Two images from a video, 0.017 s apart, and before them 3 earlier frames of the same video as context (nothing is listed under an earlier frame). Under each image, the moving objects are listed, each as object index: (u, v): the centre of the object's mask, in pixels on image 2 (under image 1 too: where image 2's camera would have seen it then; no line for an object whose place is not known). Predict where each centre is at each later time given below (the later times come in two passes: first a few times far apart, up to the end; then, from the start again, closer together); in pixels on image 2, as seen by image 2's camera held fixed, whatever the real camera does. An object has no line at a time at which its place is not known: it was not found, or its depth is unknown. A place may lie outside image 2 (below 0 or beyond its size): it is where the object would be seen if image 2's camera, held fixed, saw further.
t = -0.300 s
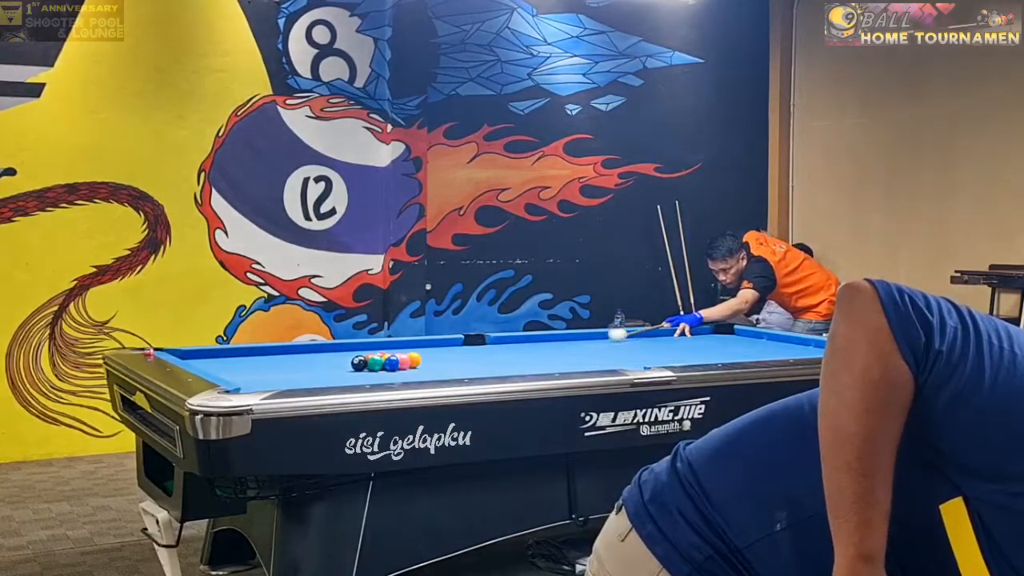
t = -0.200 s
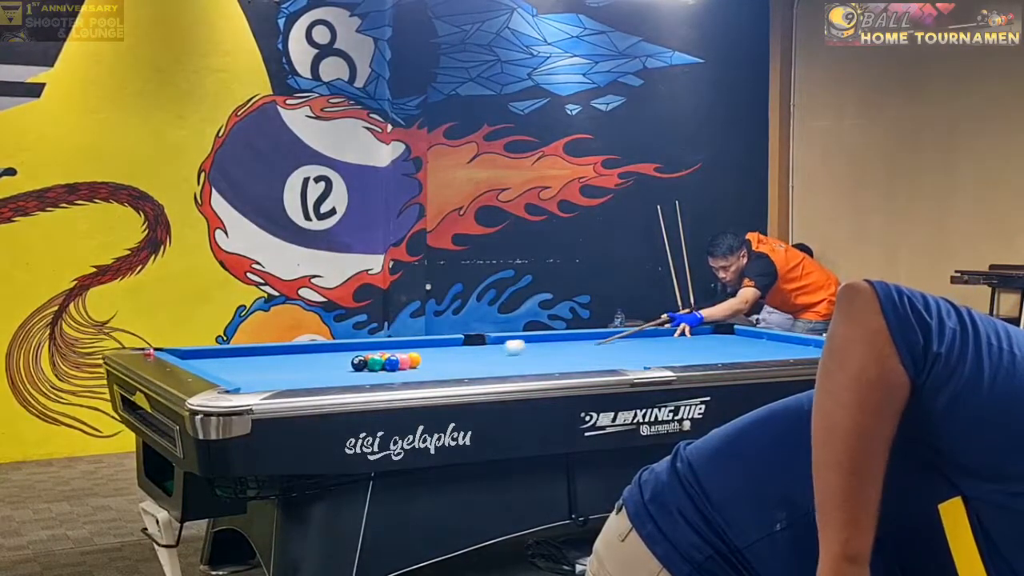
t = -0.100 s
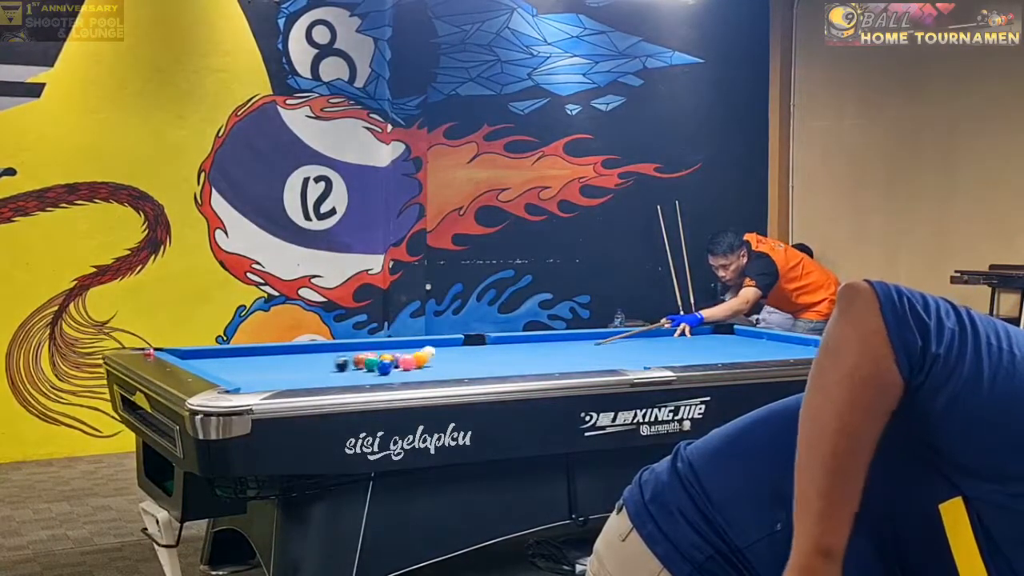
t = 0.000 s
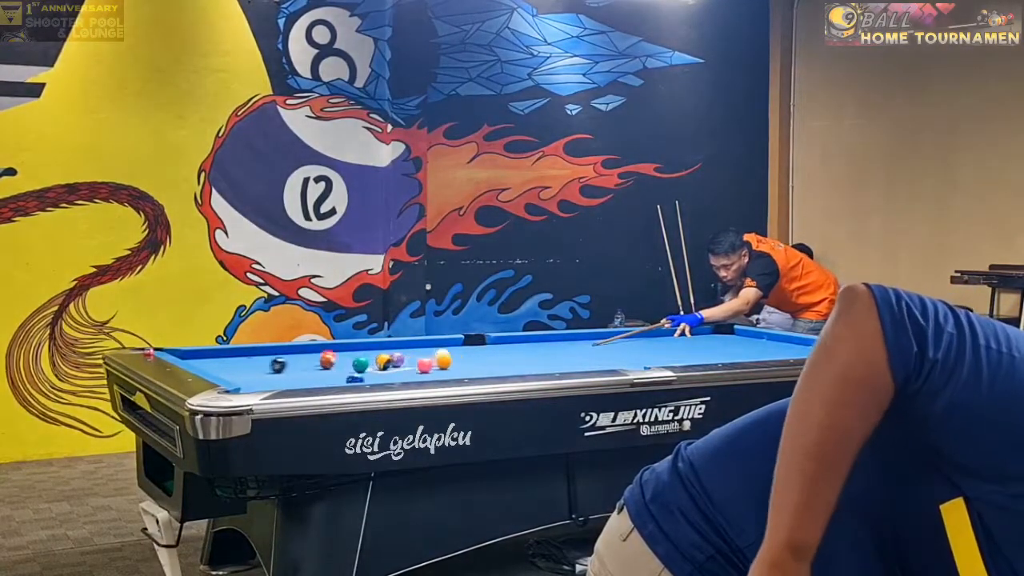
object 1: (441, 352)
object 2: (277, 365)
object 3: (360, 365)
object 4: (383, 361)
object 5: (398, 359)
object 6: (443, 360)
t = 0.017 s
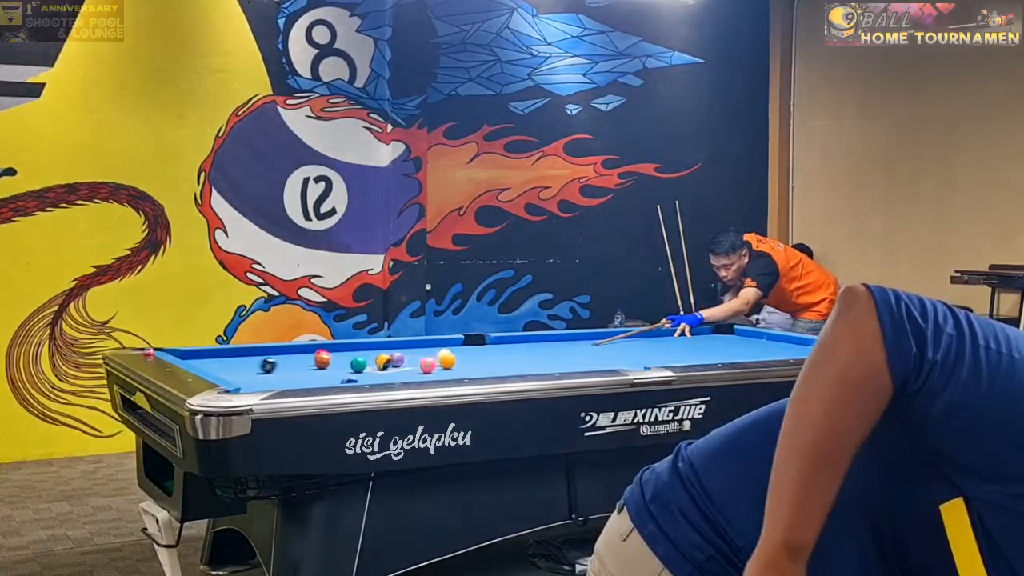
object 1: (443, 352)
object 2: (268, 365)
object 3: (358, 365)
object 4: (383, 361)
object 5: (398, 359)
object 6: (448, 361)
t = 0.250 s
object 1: (463, 356)
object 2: (218, 364)
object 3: (332, 367)
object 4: (378, 362)
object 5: (396, 358)
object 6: (499, 363)
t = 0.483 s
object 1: (475, 357)
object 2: (264, 360)
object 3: (306, 369)
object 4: (375, 362)
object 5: (396, 357)
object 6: (550, 364)
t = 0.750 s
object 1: (487, 357)
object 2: (312, 356)
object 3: (279, 371)
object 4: (372, 362)
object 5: (396, 355)
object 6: (607, 363)
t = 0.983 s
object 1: (497, 357)
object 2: (350, 352)
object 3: (255, 373)
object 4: (372, 362)
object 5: (395, 355)
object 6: (657, 363)
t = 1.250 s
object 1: (506, 357)
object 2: (388, 346)
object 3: (229, 373)
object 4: (371, 362)
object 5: (394, 354)
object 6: (674, 361)
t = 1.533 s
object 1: (514, 357)
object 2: (427, 344)
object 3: (226, 373)
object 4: (371, 362)
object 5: (394, 353)
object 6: (686, 359)
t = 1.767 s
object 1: (517, 356)
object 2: (456, 342)
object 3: (236, 375)
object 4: (371, 362)
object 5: (393, 353)
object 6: (693, 358)
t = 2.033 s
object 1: (520, 355)
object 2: (486, 339)
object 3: (248, 375)
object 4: (371, 362)
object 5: (392, 353)
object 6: (703, 356)
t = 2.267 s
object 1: (522, 354)
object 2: (483, 340)
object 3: (256, 374)
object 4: (371, 362)
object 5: (391, 353)
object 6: (710, 355)
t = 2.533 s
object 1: (524, 354)
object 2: (480, 341)
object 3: (263, 374)
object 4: (371, 362)
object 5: (391, 352)
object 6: (716, 354)
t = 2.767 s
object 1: (525, 353)
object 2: (476, 343)
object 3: (267, 374)
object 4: (371, 362)
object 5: (391, 353)
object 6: (722, 352)
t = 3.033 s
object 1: (525, 352)
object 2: (472, 346)
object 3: (270, 374)
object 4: (371, 363)
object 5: (391, 353)
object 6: (727, 351)
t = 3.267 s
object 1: (525, 351)
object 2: (469, 347)
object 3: (269, 374)
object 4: (372, 362)
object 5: (391, 352)
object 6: (731, 349)
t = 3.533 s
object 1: (526, 350)
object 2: (467, 348)
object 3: (269, 374)
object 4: (371, 357)
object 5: (391, 352)
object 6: (735, 348)
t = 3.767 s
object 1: (526, 349)
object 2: (464, 350)
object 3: (269, 374)
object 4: (370, 362)
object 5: (391, 352)
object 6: (738, 346)
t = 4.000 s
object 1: (526, 349)
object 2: (463, 350)
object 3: (270, 374)
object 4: (371, 363)
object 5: (391, 352)
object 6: (740, 346)
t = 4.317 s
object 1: (527, 349)
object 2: (461, 352)
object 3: (270, 374)
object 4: (371, 363)
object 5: (391, 352)
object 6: (743, 345)
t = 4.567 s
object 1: (527, 349)
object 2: (460, 353)
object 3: (269, 374)
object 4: (371, 362)
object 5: (391, 353)
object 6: (745, 345)
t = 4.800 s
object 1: (527, 348)
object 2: (460, 353)
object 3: (269, 374)
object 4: (371, 363)
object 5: (391, 353)
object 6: (746, 345)
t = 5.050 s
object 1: (527, 349)
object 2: (459, 354)
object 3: (269, 374)
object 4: (371, 363)
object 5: (392, 353)
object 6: (747, 344)
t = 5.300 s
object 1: (527, 349)
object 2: (458, 354)
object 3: (269, 373)
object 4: (371, 363)
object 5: (392, 353)
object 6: (747, 344)
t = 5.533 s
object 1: (527, 349)
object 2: (458, 354)
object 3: (269, 374)
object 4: (371, 363)
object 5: (392, 353)
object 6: (747, 344)
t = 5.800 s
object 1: (527, 349)
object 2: (458, 354)
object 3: (269, 373)
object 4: (371, 363)
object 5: (392, 353)
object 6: (747, 344)
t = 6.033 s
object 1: (527, 349)
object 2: (458, 355)
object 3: (269, 373)
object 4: (371, 363)
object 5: (392, 352)
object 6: (747, 344)
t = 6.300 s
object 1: (527, 349)
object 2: (458, 355)
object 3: (269, 374)
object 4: (371, 363)
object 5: (392, 353)
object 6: (747, 344)
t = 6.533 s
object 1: (527, 349)
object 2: (458, 355)
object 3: (269, 374)
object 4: (372, 363)
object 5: (392, 353)
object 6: (747, 344)
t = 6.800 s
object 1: (527, 349)
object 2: (458, 355)
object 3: (270, 374)
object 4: (372, 363)
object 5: (392, 353)
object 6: (747, 344)
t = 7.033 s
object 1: (527, 349)
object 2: (458, 355)
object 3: (269, 374)
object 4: (372, 363)
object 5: (392, 353)
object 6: (747, 344)
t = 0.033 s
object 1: (445, 353)
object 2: (258, 365)
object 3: (356, 365)
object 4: (382, 361)
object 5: (397, 359)
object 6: (451, 361)
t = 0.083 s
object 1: (451, 356)
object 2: (230, 366)
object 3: (351, 365)
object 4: (381, 361)
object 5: (397, 359)
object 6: (463, 361)
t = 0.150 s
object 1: (457, 356)
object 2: (197, 363)
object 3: (344, 366)
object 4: (380, 361)
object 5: (396, 359)
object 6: (477, 362)
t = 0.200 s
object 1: (460, 356)
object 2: (207, 365)
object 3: (338, 366)
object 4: (379, 362)
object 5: (396, 358)
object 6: (488, 362)
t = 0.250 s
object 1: (463, 356)
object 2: (218, 364)
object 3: (332, 367)
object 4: (378, 362)
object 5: (396, 358)
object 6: (499, 363)
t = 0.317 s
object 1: (466, 357)
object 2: (231, 362)
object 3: (325, 367)
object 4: (377, 362)
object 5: (396, 358)
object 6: (514, 363)
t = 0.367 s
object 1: (469, 357)
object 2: (241, 362)
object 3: (319, 368)
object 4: (376, 362)
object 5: (396, 358)
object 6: (524, 363)
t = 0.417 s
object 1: (471, 357)
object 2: (251, 361)
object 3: (314, 368)
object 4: (375, 362)
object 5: (396, 357)
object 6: (535, 363)
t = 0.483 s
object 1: (475, 357)
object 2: (264, 360)
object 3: (306, 369)
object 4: (375, 362)
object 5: (396, 357)
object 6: (550, 364)
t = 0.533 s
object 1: (477, 357)
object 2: (273, 359)
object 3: (301, 369)
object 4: (374, 362)
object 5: (396, 357)
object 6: (561, 364)
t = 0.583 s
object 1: (480, 357)
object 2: (282, 358)
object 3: (296, 369)
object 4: (373, 362)
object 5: (396, 356)
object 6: (571, 364)
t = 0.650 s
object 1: (483, 357)
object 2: (295, 356)
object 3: (289, 370)
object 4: (373, 362)
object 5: (396, 356)
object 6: (586, 364)
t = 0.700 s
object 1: (485, 357)
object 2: (303, 356)
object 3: (284, 370)
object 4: (373, 362)
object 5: (396, 356)
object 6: (597, 363)
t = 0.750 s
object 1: (487, 357)
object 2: (312, 356)
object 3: (279, 371)
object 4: (372, 362)
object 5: (396, 355)
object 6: (607, 363)
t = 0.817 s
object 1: (490, 357)
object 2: (324, 355)
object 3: (272, 371)
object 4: (372, 362)
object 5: (396, 355)
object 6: (622, 364)
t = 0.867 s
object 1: (493, 357)
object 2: (332, 353)
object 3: (266, 372)
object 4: (372, 362)
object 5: (396, 355)
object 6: (632, 364)
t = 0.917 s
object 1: (494, 357)
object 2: (340, 353)
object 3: (261, 372)
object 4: (372, 362)
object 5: (396, 355)
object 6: (642, 364)
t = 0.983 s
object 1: (497, 357)
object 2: (350, 352)
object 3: (255, 373)
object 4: (372, 362)
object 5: (395, 355)
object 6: (657, 363)
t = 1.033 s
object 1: (499, 357)
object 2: (358, 351)
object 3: (250, 373)
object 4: (372, 362)
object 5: (395, 354)
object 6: (664, 362)
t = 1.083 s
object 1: (501, 357)
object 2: (365, 349)
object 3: (245, 373)
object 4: (372, 362)
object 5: (395, 354)
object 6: (668, 362)
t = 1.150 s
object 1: (504, 357)
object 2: (376, 349)
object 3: (239, 374)
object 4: (371, 362)
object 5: (395, 354)
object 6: (670, 361)
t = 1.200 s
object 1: (505, 357)
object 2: (382, 349)
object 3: (234, 374)
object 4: (371, 362)
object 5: (395, 354)
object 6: (672, 361)
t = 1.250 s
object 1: (506, 357)
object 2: (388, 346)
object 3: (229, 373)
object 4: (371, 362)
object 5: (394, 354)
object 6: (674, 361)
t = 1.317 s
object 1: (509, 357)
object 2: (401, 345)
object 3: (223, 373)
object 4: (371, 363)
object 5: (394, 353)
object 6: (678, 361)
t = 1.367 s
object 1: (510, 357)
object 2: (406, 346)
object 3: (220, 372)
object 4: (371, 362)
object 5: (394, 353)
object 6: (679, 361)
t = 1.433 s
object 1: (511, 357)
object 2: (415, 346)
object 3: (221, 372)
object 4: (371, 362)
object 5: (394, 353)
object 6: (681, 360)
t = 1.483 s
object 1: (513, 357)
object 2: (421, 345)
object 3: (223, 373)
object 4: (371, 362)
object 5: (394, 353)
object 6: (683, 360)
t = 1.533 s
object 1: (514, 357)
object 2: (427, 344)
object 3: (226, 373)
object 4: (371, 362)
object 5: (394, 353)
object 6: (686, 359)
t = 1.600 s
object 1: (515, 356)
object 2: (435, 344)
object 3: (229, 373)
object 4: (371, 362)
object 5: (394, 353)
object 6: (688, 359)
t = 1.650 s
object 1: (516, 356)
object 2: (442, 343)
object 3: (232, 374)
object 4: (371, 362)
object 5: (393, 353)
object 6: (690, 358)
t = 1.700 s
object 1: (517, 356)
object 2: (449, 342)
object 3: (234, 374)
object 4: (371, 362)
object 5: (393, 352)
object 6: (691, 358)
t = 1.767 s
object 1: (517, 356)
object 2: (456, 342)
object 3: (236, 375)
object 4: (371, 362)
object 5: (393, 353)
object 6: (693, 358)
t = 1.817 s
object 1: (518, 355)
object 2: (461, 342)
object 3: (239, 374)
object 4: (371, 362)
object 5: (393, 353)
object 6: (697, 357)
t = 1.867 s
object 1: (518, 355)
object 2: (467, 341)
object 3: (241, 375)
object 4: (371, 362)
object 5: (393, 353)
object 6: (697, 357)
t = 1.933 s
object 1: (519, 355)
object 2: (476, 340)
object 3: (244, 375)
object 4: (371, 362)
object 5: (392, 353)
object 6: (700, 357)
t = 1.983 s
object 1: (520, 355)
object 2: (480, 340)
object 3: (246, 375)
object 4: (371, 362)
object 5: (392, 353)
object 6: (701, 356)
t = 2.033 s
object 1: (520, 355)
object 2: (486, 339)
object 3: (248, 375)
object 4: (371, 362)
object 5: (392, 353)
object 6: (703, 356)
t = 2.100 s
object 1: (522, 355)
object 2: (486, 339)
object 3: (250, 374)
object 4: (371, 362)
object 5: (392, 353)
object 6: (704, 356)
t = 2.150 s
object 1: (522, 355)
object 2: (487, 338)
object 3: (252, 374)
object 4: (371, 362)
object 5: (392, 353)
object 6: (706, 356)
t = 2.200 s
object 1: (522, 354)
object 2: (484, 338)
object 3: (254, 374)
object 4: (371, 362)
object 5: (392, 353)
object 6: (708, 355)
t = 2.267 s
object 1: (522, 354)
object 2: (483, 340)
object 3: (256, 374)
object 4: (371, 362)
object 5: (391, 353)
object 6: (710, 355)
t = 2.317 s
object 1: (523, 354)
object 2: (482, 341)
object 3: (257, 374)
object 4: (371, 362)
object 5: (391, 353)
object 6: (711, 355)
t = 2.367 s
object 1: (523, 354)
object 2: (482, 341)
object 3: (259, 374)
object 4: (371, 362)
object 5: (391, 353)
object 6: (712, 354)
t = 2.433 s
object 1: (524, 354)
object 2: (482, 341)
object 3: (260, 374)
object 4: (371, 362)
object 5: (391, 352)
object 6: (714, 354)
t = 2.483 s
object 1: (524, 354)
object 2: (481, 342)
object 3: (262, 374)
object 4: (371, 362)
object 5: (391, 352)
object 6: (715, 354)
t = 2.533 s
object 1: (524, 354)
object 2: (480, 341)
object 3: (263, 374)
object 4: (371, 362)
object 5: (391, 352)
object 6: (716, 354)
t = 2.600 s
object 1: (524, 353)
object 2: (479, 342)
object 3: (264, 374)
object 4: (371, 362)
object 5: (391, 352)
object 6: (718, 353)
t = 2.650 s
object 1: (524, 353)
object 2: (478, 343)
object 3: (265, 374)
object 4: (371, 362)
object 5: (391, 353)
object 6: (719, 353)
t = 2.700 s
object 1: (524, 353)
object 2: (477, 343)
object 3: (266, 374)
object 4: (371, 362)
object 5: (391, 353)
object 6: (721, 353)
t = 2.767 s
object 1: (525, 353)
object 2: (476, 343)
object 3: (267, 374)
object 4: (371, 362)
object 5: (391, 353)
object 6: (722, 352)
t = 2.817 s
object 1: (525, 353)
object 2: (475, 344)
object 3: (268, 374)
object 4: (371, 362)
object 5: (391, 353)
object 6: (723, 352)
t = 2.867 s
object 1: (525, 353)
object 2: (474, 344)
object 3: (268, 374)
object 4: (371, 363)
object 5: (391, 353)
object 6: (725, 352)
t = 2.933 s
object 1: (525, 352)
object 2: (474, 345)
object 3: (269, 374)
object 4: (371, 363)
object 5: (391, 353)
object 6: (725, 351)
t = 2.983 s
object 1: (525, 352)
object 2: (473, 345)
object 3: (269, 374)
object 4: (371, 363)
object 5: (391, 353)
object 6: (726, 351)
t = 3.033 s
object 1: (525, 352)
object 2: (472, 346)
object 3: (270, 374)
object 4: (371, 363)
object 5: (391, 353)
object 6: (727, 351)
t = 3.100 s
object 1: (525, 351)
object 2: (472, 346)
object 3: (270, 374)
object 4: (371, 362)
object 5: (391, 353)
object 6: (728, 350)
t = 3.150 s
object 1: (525, 351)
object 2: (471, 346)
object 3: (270, 374)
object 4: (372, 362)
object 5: (391, 353)
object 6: (729, 350)
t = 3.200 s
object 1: (525, 351)
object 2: (470, 346)
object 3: (270, 374)
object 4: (371, 363)
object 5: (391, 353)
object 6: (730, 350)
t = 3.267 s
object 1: (525, 351)
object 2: (469, 347)
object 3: (269, 374)
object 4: (372, 362)
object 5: (391, 352)
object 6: (731, 349)
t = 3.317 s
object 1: (525, 351)
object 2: (469, 347)
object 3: (269, 374)
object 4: (373, 362)
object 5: (391, 353)
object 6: (732, 349)
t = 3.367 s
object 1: (526, 350)
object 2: (468, 347)
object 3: (270, 374)
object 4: (373, 361)
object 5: (391, 353)
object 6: (732, 349)
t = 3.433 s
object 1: (525, 350)
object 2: (468, 348)
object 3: (270, 374)
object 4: (374, 360)
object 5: (391, 353)
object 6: (734, 348)
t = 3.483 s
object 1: (525, 350)
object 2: (467, 348)
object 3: (269, 374)
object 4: (372, 357)
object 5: (391, 353)
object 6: (734, 348)
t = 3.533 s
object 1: (526, 350)
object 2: (467, 348)
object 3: (269, 374)
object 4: (371, 357)
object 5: (391, 352)
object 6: (735, 348)
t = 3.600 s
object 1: (526, 350)
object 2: (466, 348)
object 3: (269, 374)
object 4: (370, 359)
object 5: (391, 353)
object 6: (736, 348)
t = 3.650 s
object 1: (526, 350)
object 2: (465, 349)
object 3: (269, 373)
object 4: (370, 361)
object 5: (391, 352)
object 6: (737, 348)
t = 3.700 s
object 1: (526, 350)
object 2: (465, 349)
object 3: (269, 373)
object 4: (370, 362)
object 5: (391, 352)
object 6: (738, 347)
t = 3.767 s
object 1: (526, 349)
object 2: (464, 350)
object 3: (269, 374)
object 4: (370, 362)
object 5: (391, 352)
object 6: (738, 346)
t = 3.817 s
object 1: (526, 349)
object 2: (464, 350)
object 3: (269, 374)
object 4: (371, 363)
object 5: (391, 352)
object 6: (739, 347)
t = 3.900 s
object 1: (526, 349)
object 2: (464, 350)
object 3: (270, 374)
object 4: (372, 363)
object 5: (391, 352)
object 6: (740, 347)
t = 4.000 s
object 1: (526, 349)
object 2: (463, 350)
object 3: (270, 374)
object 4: (371, 363)
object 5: (391, 352)
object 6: (740, 346)
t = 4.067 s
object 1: (526, 349)
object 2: (462, 350)
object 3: (269, 374)
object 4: (371, 363)
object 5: (391, 353)
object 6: (741, 346)
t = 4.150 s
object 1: (527, 349)
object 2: (462, 351)
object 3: (269, 374)
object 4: (371, 363)
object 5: (391, 353)
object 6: (742, 346)
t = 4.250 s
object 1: (527, 349)
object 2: (462, 352)
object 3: (270, 374)
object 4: (371, 363)
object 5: (391, 353)
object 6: (742, 345)
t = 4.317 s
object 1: (527, 349)
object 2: (461, 352)
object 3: (270, 374)
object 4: (371, 363)
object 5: (391, 352)
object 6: (743, 345)
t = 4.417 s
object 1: (527, 349)
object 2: (461, 352)
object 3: (269, 374)
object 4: (371, 362)
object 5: (391, 353)
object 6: (744, 345)
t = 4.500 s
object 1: (527, 349)
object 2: (461, 353)
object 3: (269, 374)
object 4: (371, 362)
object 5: (391, 353)
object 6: (744, 345)
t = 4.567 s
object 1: (527, 349)
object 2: (460, 353)
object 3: (269, 374)
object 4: (371, 362)
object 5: (391, 353)
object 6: (745, 345)
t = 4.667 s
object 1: (527, 348)
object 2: (460, 353)
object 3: (269, 373)
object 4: (371, 362)
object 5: (391, 353)
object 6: (745, 345)
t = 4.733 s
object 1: (527, 348)
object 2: (460, 353)
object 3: (269, 373)
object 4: (371, 362)
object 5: (391, 353)
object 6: (745, 345)
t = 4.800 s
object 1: (527, 348)
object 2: (460, 353)
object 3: (269, 374)
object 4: (371, 363)
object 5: (391, 353)
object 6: (746, 345)
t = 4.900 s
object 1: (527, 349)
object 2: (459, 353)
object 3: (269, 374)
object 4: (371, 363)
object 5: (391, 353)
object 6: (746, 344)
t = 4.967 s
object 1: (527, 348)
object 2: (459, 353)
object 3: (269, 373)
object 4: (371, 363)
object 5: (392, 353)
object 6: (746, 344)
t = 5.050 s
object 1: (527, 349)
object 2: (459, 354)
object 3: (269, 374)
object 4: (371, 363)
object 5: (392, 353)
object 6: (747, 344)
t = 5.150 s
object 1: (527, 349)
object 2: (459, 354)
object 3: (269, 374)
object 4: (371, 363)
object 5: (392, 353)
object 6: (747, 344)
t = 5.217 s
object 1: (526, 348)
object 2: (458, 354)
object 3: (269, 373)
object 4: (371, 363)
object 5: (392, 353)
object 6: (747, 344)
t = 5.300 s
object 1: (527, 349)
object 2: (458, 354)
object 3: (269, 373)
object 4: (371, 363)
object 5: (392, 353)
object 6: (747, 344)
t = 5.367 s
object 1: (527, 349)
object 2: (458, 354)
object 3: (269, 374)
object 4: (371, 363)
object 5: (392, 353)
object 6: (747, 344)
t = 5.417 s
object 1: (527, 349)
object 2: (458, 354)
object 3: (269, 374)
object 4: (371, 363)
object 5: (392, 352)
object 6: (747, 344)
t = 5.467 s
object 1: (526, 348)
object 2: (458, 354)
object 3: (269, 374)
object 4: (371, 363)
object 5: (392, 352)
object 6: (747, 344)
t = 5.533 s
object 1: (527, 349)
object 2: (458, 354)
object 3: (269, 374)
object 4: (371, 363)
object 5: (392, 353)
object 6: (747, 344)
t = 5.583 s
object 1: (527, 349)
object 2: (458, 354)
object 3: (269, 374)
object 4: (371, 363)
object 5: (392, 353)
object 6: (747, 344)
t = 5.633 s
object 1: (527, 348)
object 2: (458, 354)
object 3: (269, 374)
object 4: (371, 363)
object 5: (392, 353)
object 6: (747, 344)
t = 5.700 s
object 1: (527, 349)
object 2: (458, 354)
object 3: (269, 373)
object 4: (371, 363)
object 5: (392, 352)
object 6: (747, 344)
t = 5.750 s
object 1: (527, 349)
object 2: (458, 354)
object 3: (269, 373)
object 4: (371, 363)
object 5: (392, 353)
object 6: (747, 344)
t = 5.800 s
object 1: (527, 349)
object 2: (458, 354)
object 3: (269, 373)
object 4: (371, 363)
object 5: (392, 353)
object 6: (747, 344)
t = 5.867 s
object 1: (527, 349)
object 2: (458, 355)
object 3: (269, 374)
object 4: (371, 363)
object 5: (392, 353)
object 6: (747, 344)
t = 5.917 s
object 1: (527, 349)
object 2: (458, 354)
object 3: (269, 373)
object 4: (371, 363)
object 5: (392, 353)
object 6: (747, 344)
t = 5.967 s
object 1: (527, 349)
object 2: (458, 355)
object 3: (269, 373)
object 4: (371, 363)
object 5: (392, 353)
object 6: (747, 344)
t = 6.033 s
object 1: (527, 349)
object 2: (458, 355)
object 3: (269, 373)
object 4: (371, 363)
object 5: (392, 352)
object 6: (747, 344)
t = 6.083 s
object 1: (527, 349)
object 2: (458, 354)
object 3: (269, 373)
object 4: (371, 363)
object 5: (392, 353)
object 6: (747, 344)
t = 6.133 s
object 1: (527, 349)
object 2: (458, 355)
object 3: (269, 373)
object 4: (371, 363)
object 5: (392, 353)
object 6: (747, 344)
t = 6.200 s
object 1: (527, 349)
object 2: (458, 355)
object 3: (269, 374)
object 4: (371, 363)
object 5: (392, 353)
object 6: (747, 344)
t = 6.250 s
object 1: (527, 349)
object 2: (458, 354)
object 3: (269, 373)
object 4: (371, 363)
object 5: (392, 352)
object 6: (747, 344)
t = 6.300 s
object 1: (527, 349)
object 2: (458, 355)
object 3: (269, 374)
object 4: (371, 363)
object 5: (392, 353)
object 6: (747, 344)
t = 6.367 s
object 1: (527, 349)
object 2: (458, 355)
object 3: (269, 374)
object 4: (371, 363)
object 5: (392, 353)
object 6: (747, 344)
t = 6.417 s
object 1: (527, 349)
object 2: (458, 354)
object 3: (269, 373)
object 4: (371, 362)
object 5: (392, 352)
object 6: (747, 344)
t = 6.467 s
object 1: (527, 349)
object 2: (458, 355)
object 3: (269, 373)
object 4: (371, 362)
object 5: (392, 353)
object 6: (747, 344)
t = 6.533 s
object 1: (527, 349)
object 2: (458, 355)
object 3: (269, 374)
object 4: (372, 363)
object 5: (392, 353)
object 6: (747, 344)
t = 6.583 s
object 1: (527, 349)
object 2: (458, 355)
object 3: (269, 374)
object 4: (372, 363)
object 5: (392, 353)
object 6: (747, 344)
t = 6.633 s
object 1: (527, 349)
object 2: (458, 355)
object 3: (269, 374)
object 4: (372, 363)
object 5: (392, 353)
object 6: (747, 344)
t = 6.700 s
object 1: (527, 349)
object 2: (458, 355)
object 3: (269, 373)
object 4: (372, 362)
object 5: (392, 353)
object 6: (747, 344)
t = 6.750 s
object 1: (527, 349)
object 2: (458, 355)
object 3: (270, 374)
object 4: (372, 363)
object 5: (392, 353)
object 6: (747, 344)
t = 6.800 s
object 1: (527, 349)
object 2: (458, 355)
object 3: (270, 374)
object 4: (372, 363)
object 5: (392, 353)
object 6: (747, 344)
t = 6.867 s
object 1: (527, 349)
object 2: (458, 355)
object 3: (270, 373)
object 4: (372, 363)
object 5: (392, 353)
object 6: (747, 344)
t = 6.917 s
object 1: (527, 349)
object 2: (458, 355)
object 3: (269, 373)
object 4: (372, 362)
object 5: (392, 353)
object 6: (747, 344)
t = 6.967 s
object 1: (527, 349)
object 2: (458, 355)
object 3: (269, 374)
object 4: (372, 363)
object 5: (392, 353)
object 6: (747, 344)
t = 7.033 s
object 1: (527, 349)
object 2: (458, 355)
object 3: (269, 374)
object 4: (372, 363)
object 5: (392, 353)
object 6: (747, 344)
